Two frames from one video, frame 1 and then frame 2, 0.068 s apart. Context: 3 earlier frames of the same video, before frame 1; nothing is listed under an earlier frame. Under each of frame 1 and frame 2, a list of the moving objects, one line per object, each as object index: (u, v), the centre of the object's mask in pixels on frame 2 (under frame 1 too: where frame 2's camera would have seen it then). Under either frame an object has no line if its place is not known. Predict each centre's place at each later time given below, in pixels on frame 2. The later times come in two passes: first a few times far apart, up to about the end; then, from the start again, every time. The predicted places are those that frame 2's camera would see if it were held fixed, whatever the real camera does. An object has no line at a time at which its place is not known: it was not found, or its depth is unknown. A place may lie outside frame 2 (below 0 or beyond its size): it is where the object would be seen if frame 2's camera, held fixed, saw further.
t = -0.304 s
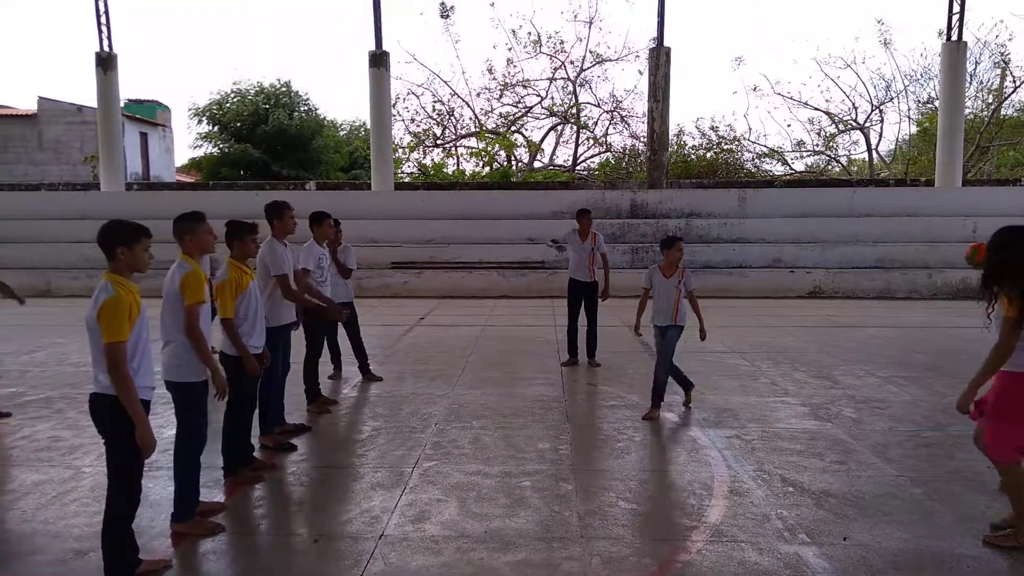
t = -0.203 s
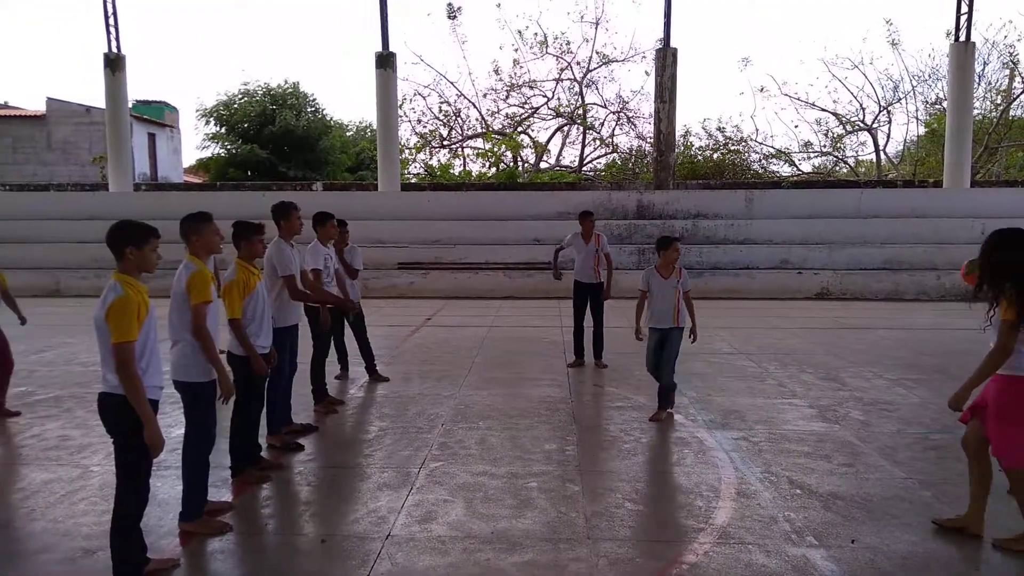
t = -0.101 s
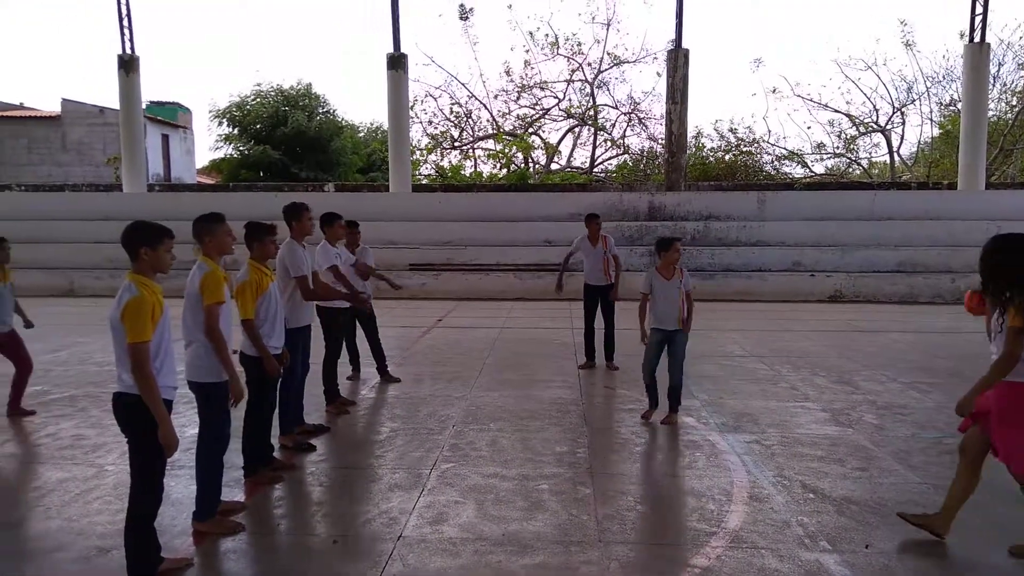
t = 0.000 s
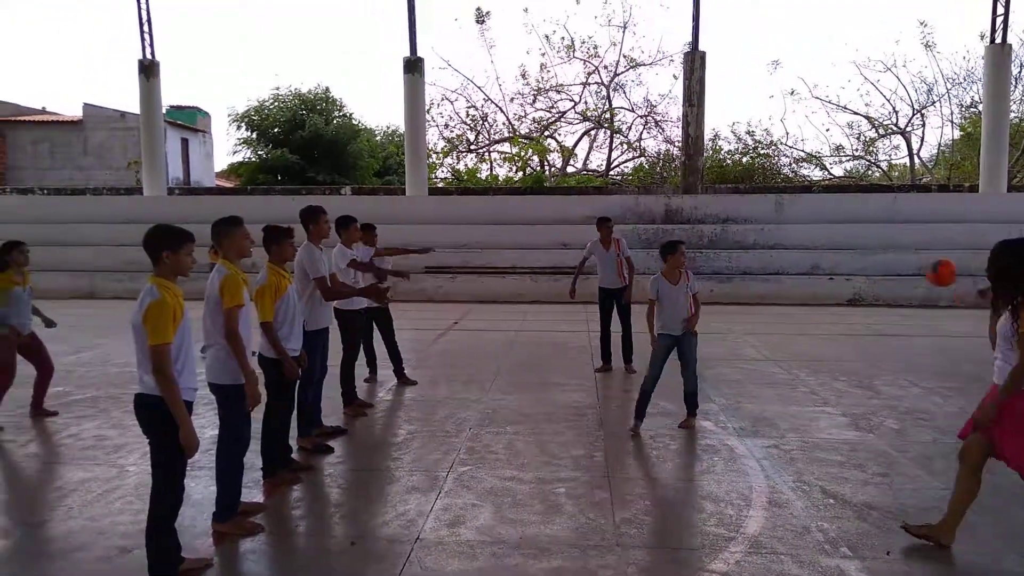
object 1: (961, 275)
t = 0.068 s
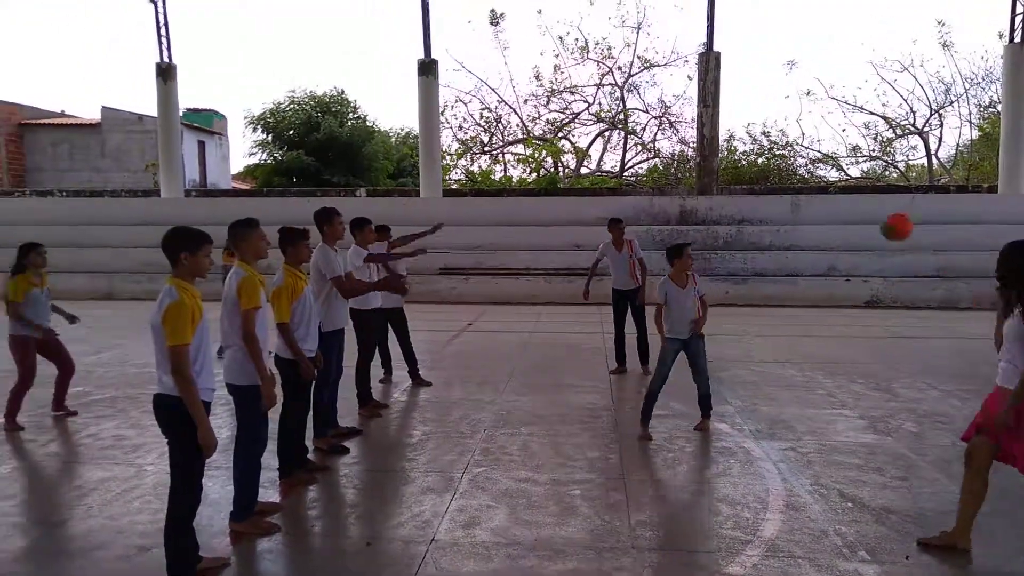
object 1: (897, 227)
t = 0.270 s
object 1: (701, 115)
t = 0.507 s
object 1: (473, 49)
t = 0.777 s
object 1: (213, 70)
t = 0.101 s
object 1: (864, 205)
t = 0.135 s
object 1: (832, 184)
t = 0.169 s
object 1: (800, 164)
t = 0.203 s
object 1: (767, 147)
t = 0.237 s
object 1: (734, 130)
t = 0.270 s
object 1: (701, 115)
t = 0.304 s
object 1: (669, 101)
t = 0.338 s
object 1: (636, 88)
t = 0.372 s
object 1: (603, 78)
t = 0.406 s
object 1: (570, 68)
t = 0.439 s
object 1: (538, 60)
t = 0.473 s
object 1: (506, 53)
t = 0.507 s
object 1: (473, 49)
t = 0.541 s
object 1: (440, 45)
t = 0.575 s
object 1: (407, 43)
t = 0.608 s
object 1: (374, 43)
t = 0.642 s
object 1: (341, 45)
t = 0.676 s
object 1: (309, 49)
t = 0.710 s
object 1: (278, 55)
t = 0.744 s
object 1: (245, 61)
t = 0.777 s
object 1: (213, 70)
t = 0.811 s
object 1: (181, 79)
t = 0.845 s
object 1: (150, 91)
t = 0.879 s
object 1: (120, 105)
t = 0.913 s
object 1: (89, 120)
